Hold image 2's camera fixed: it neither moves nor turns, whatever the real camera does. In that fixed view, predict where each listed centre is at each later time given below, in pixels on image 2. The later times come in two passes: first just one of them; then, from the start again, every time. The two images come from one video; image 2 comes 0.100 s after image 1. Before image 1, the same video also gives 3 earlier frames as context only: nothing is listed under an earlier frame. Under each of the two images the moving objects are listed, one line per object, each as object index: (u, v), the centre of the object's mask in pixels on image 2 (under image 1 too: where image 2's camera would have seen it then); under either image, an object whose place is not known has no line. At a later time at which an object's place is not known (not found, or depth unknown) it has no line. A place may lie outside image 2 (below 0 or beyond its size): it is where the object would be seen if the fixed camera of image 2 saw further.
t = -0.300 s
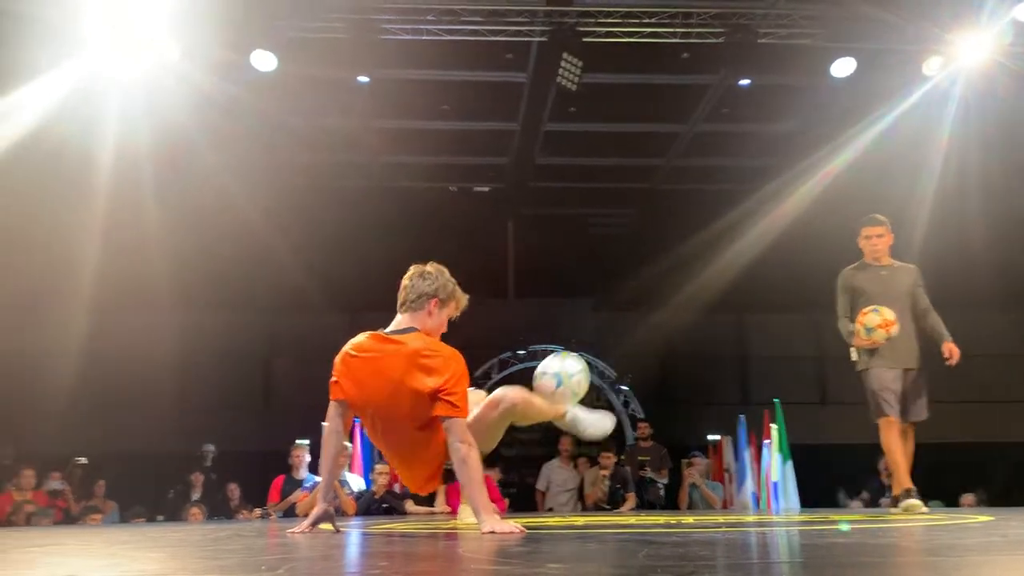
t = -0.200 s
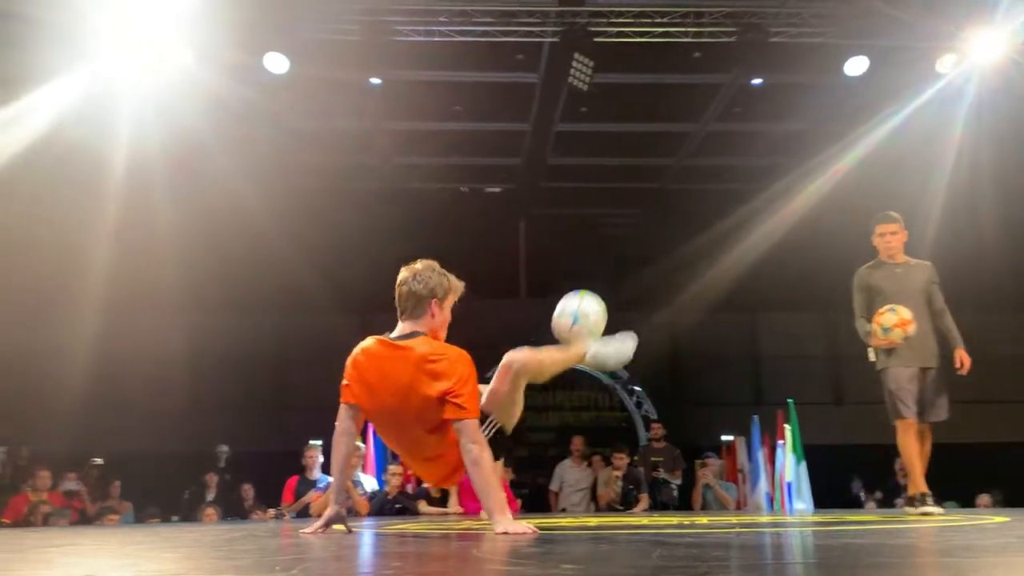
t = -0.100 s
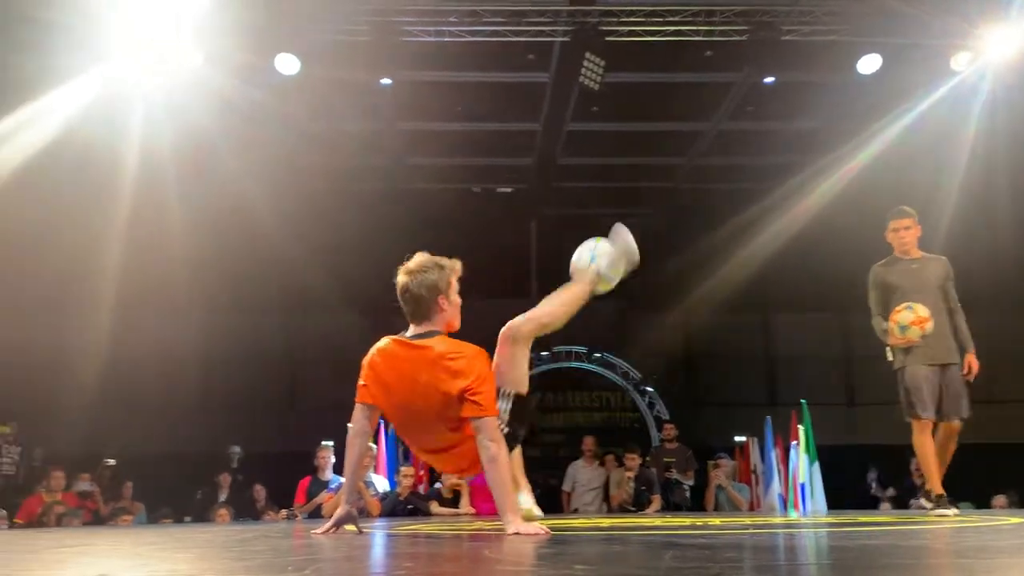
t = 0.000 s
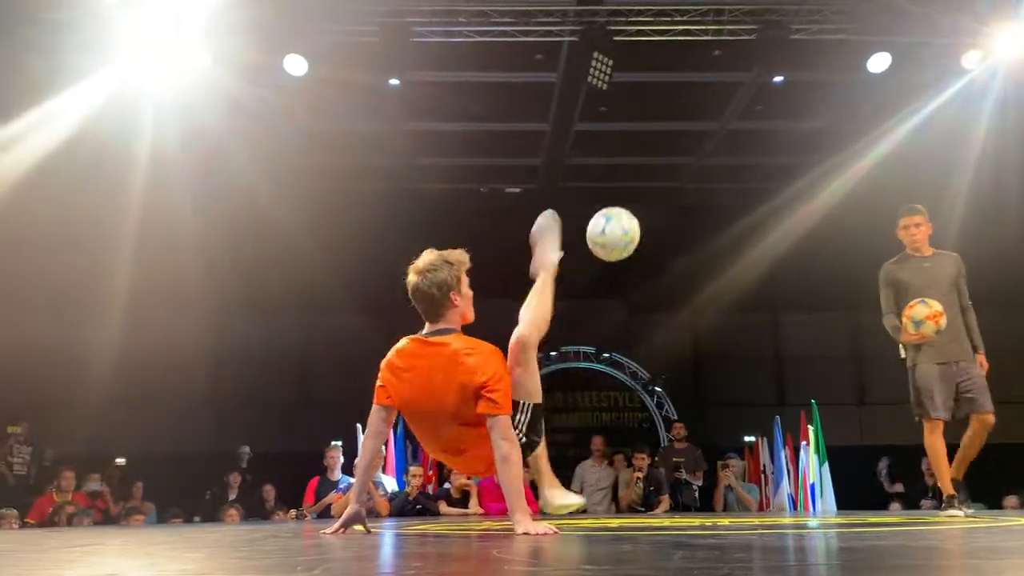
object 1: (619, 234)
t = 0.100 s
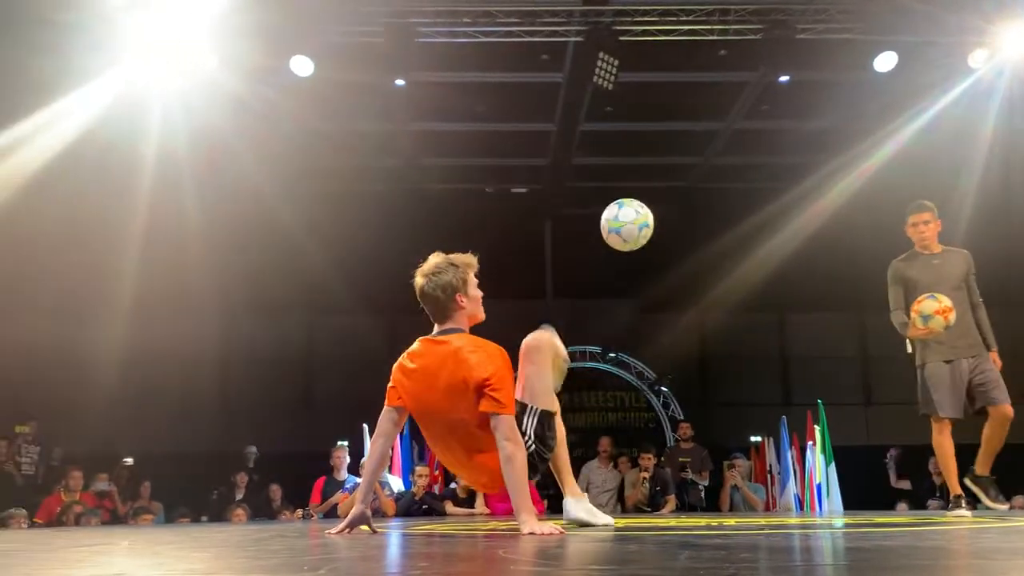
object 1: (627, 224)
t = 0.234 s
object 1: (639, 246)
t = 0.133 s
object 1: (629, 226)
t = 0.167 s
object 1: (632, 230)
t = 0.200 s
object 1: (636, 237)
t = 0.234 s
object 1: (639, 246)
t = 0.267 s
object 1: (642, 259)
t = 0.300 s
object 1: (646, 273)
